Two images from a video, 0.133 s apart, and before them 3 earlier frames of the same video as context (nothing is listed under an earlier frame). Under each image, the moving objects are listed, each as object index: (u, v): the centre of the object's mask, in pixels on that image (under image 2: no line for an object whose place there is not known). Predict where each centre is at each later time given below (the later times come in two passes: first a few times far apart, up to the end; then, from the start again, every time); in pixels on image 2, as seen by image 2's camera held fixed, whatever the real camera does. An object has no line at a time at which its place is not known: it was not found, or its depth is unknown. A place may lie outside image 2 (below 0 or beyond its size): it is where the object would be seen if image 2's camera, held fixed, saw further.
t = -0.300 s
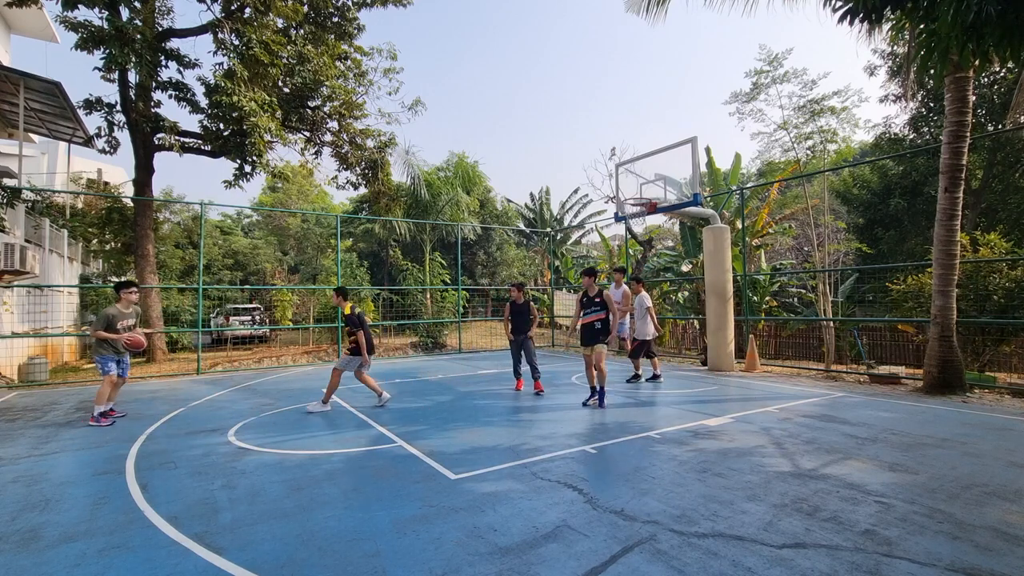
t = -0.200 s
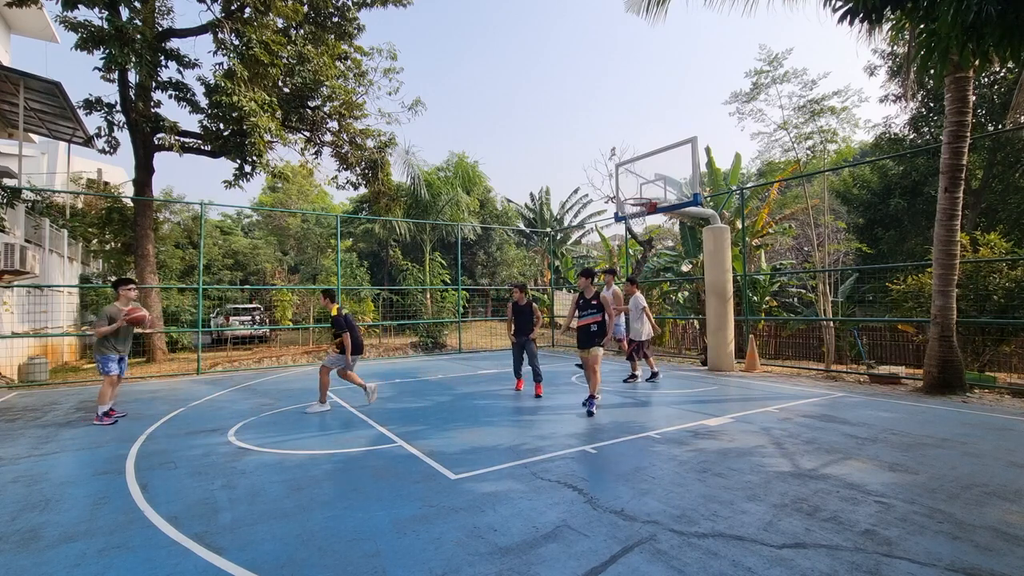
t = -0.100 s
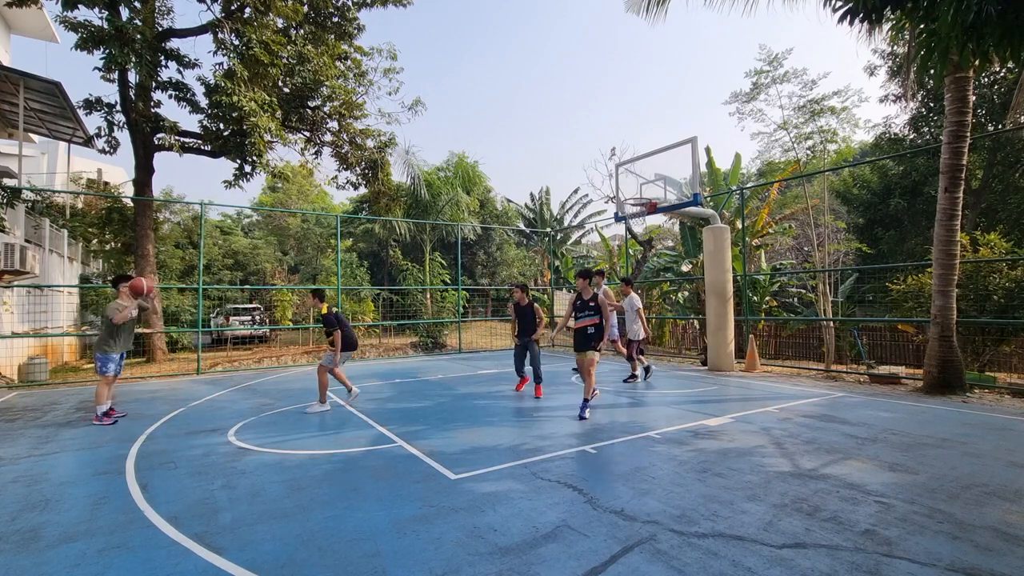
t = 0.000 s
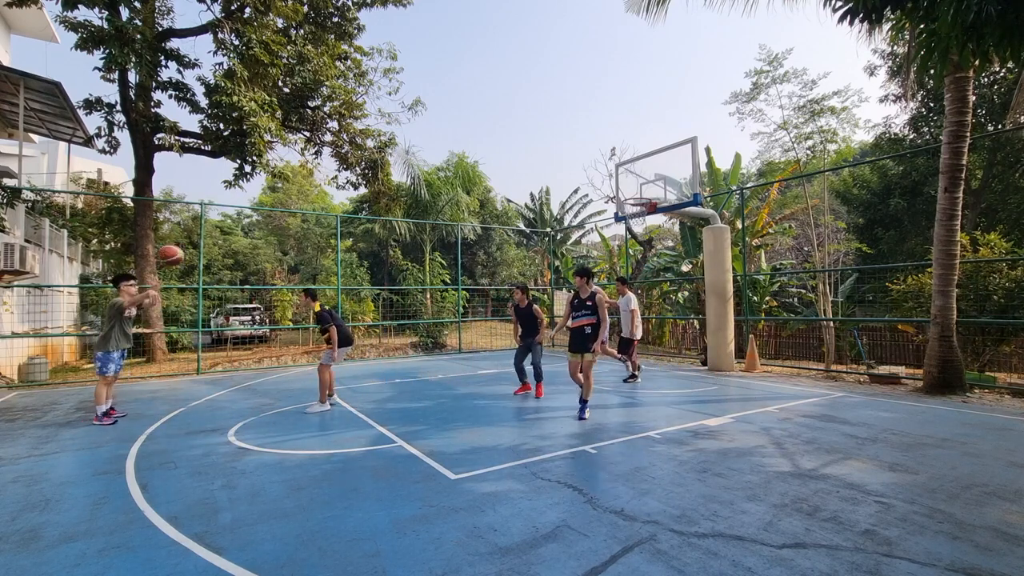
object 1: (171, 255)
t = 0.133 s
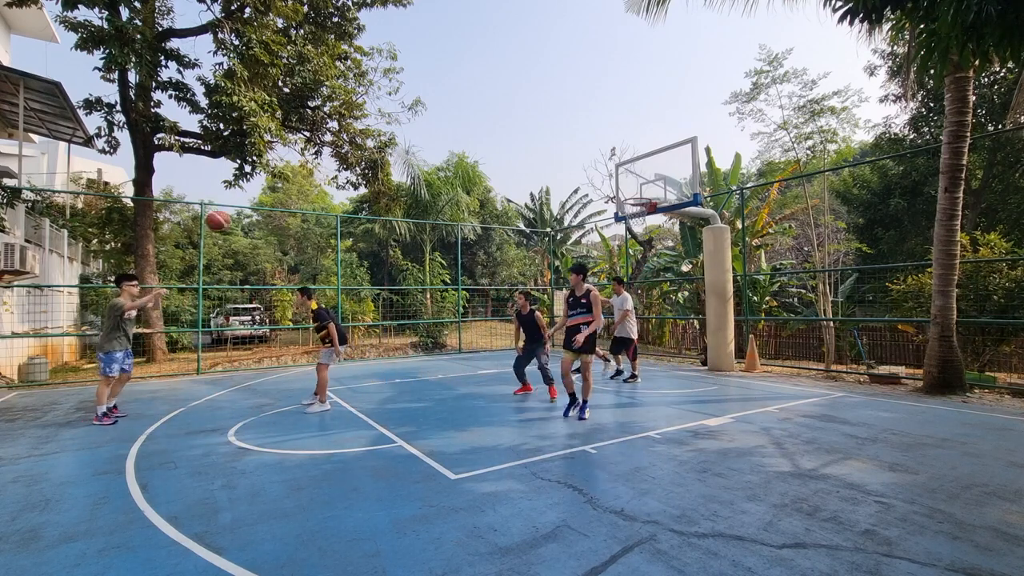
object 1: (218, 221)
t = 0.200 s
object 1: (243, 210)
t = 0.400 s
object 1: (328, 197)
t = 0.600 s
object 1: (425, 224)
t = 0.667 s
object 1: (462, 244)
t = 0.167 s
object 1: (230, 215)
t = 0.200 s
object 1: (243, 210)
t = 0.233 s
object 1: (256, 205)
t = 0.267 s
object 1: (270, 201)
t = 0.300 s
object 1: (283, 199)
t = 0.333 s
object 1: (298, 197)
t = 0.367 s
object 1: (313, 197)
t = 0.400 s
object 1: (328, 197)
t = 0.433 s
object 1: (343, 198)
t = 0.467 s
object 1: (358, 200)
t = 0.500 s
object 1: (374, 205)
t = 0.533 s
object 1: (391, 210)
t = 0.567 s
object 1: (408, 216)
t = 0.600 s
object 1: (425, 224)
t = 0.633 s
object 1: (444, 233)
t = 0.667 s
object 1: (462, 244)
